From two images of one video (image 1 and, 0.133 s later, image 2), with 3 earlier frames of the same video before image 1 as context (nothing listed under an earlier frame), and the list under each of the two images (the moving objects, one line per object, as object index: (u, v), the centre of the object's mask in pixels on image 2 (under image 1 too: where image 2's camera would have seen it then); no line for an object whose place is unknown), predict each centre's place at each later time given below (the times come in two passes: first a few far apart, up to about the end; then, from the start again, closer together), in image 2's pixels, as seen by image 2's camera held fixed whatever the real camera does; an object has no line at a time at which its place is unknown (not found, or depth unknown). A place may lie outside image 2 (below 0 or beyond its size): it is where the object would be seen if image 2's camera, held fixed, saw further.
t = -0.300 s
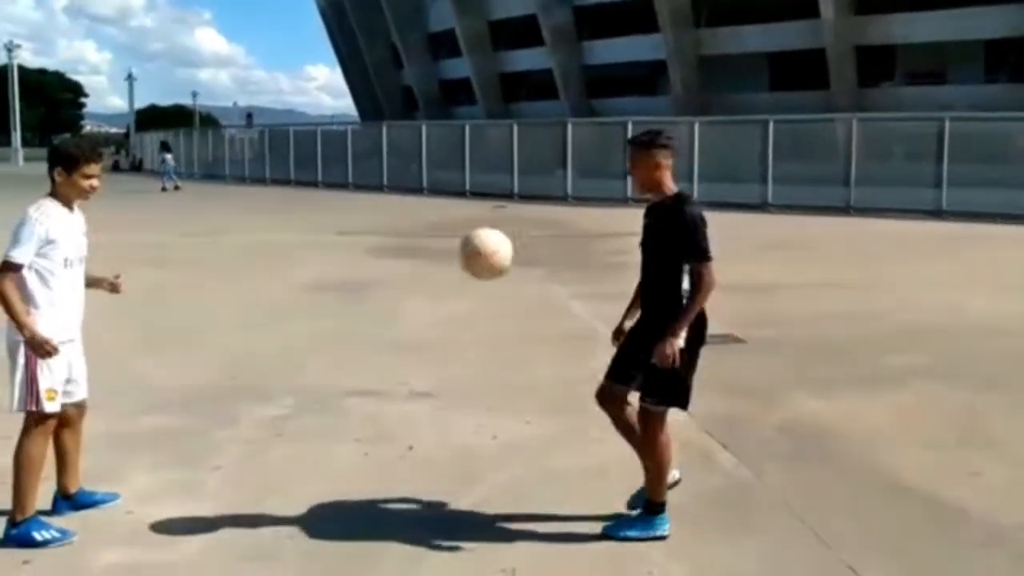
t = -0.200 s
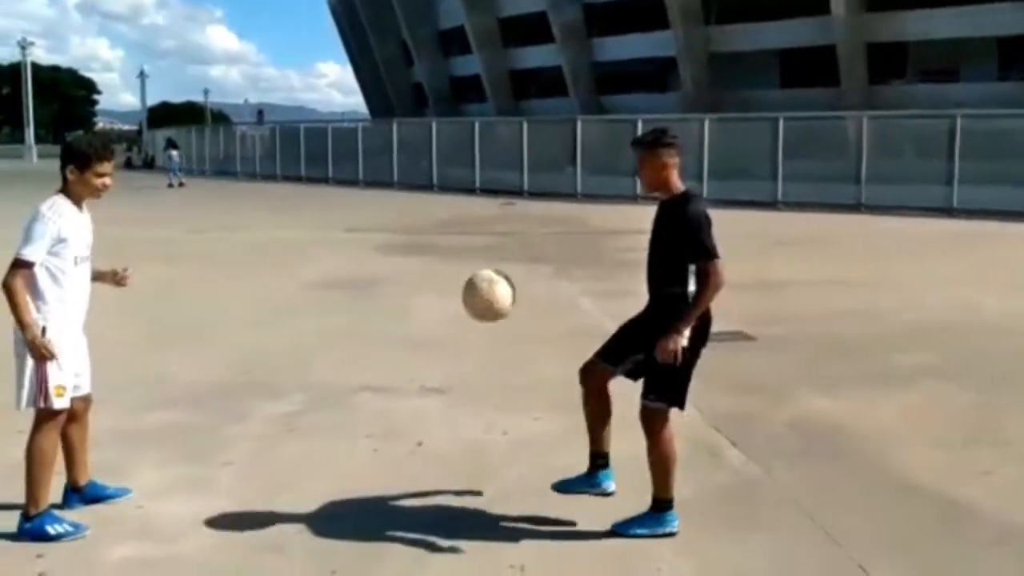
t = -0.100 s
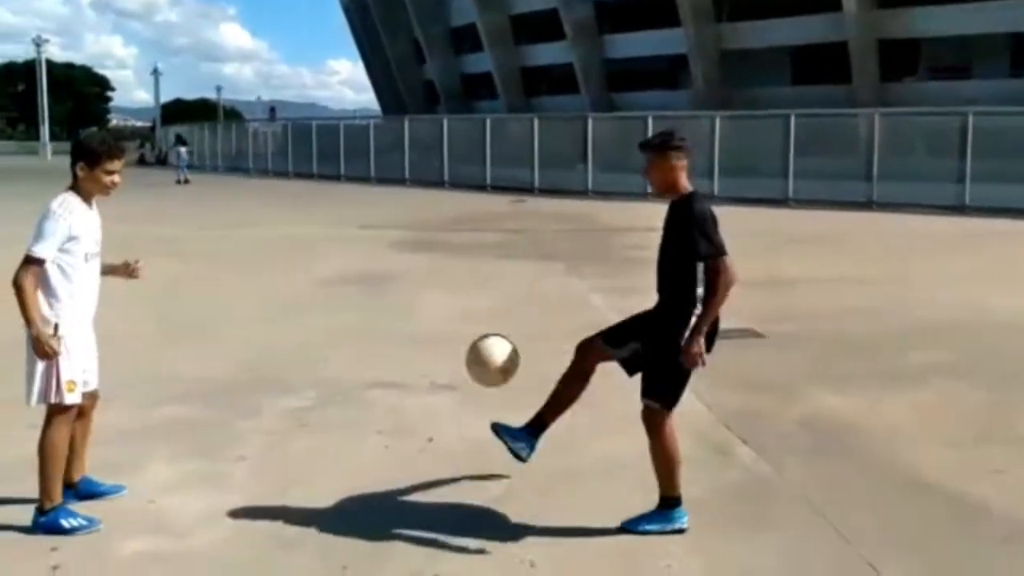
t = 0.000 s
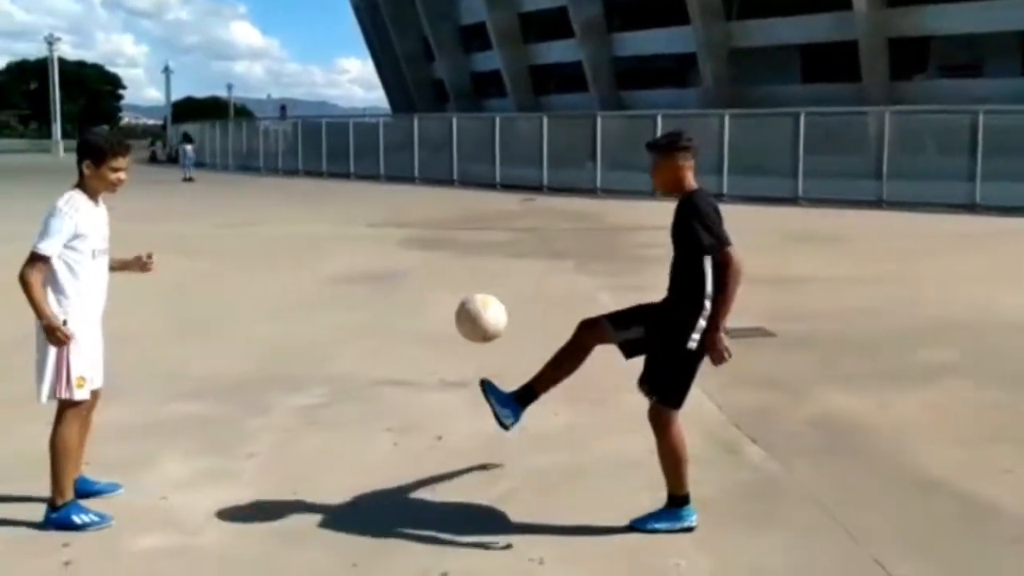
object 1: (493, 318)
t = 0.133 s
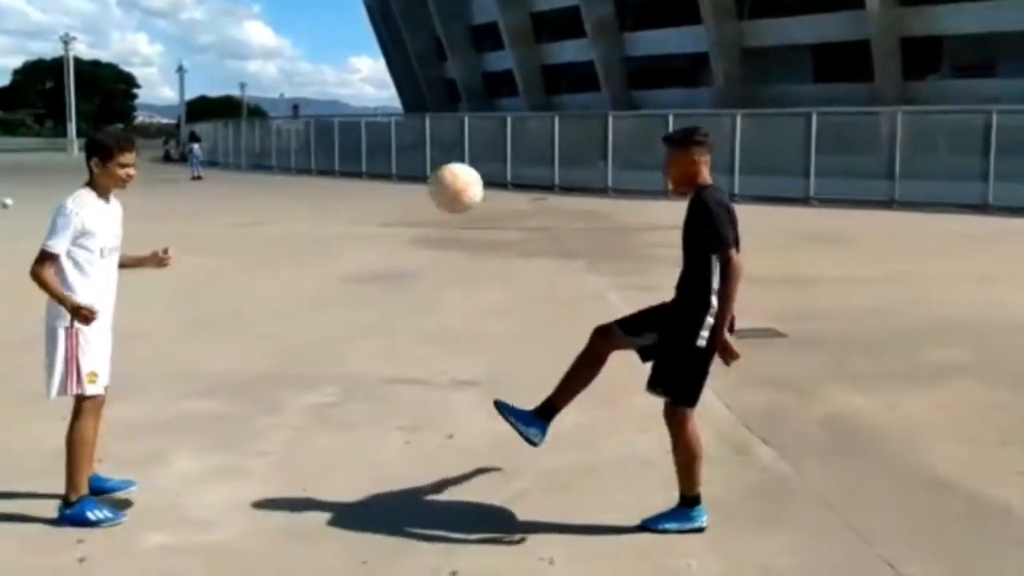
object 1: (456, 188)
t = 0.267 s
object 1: (418, 93)
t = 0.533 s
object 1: (341, 22)
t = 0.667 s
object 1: (302, 52)
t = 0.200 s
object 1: (437, 136)
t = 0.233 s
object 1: (427, 113)
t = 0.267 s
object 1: (418, 93)
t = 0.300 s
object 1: (409, 76)
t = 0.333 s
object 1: (399, 60)
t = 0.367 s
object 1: (390, 48)
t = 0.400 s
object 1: (380, 37)
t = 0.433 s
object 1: (370, 30)
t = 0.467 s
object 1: (361, 25)
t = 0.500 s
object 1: (351, 22)
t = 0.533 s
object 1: (341, 22)
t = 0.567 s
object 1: (331, 25)
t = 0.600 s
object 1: (322, 31)
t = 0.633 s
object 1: (312, 39)
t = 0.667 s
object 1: (302, 52)
